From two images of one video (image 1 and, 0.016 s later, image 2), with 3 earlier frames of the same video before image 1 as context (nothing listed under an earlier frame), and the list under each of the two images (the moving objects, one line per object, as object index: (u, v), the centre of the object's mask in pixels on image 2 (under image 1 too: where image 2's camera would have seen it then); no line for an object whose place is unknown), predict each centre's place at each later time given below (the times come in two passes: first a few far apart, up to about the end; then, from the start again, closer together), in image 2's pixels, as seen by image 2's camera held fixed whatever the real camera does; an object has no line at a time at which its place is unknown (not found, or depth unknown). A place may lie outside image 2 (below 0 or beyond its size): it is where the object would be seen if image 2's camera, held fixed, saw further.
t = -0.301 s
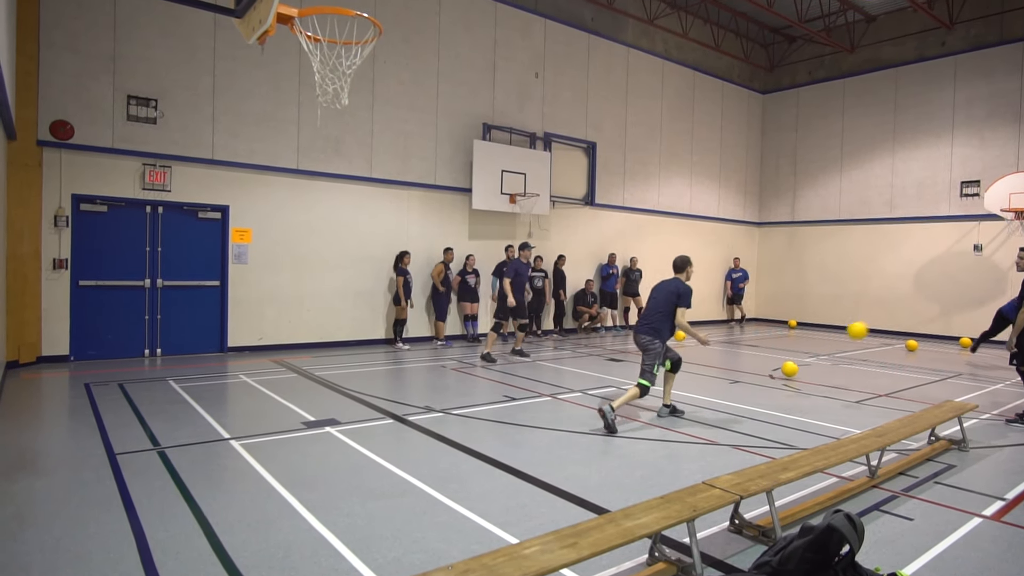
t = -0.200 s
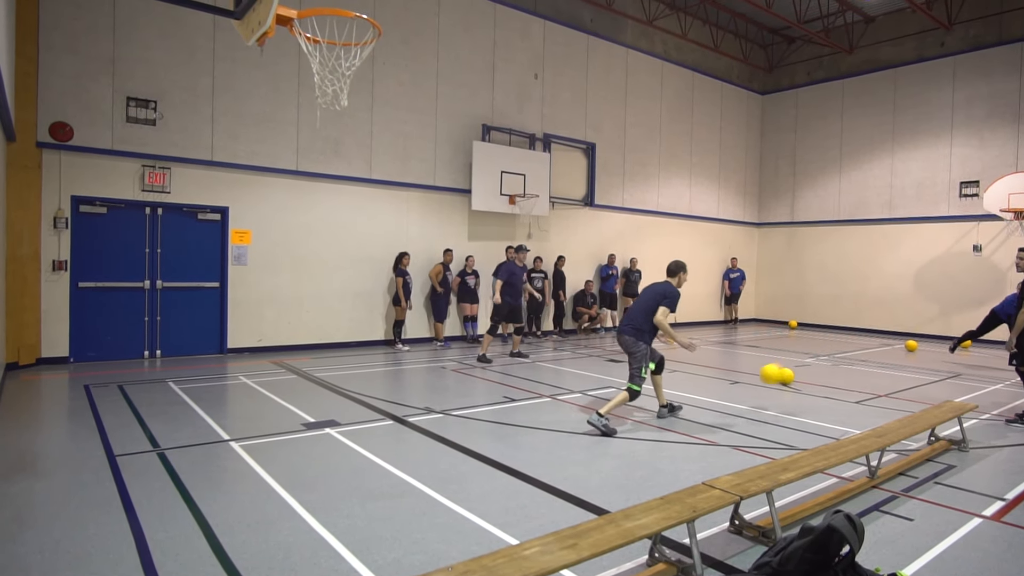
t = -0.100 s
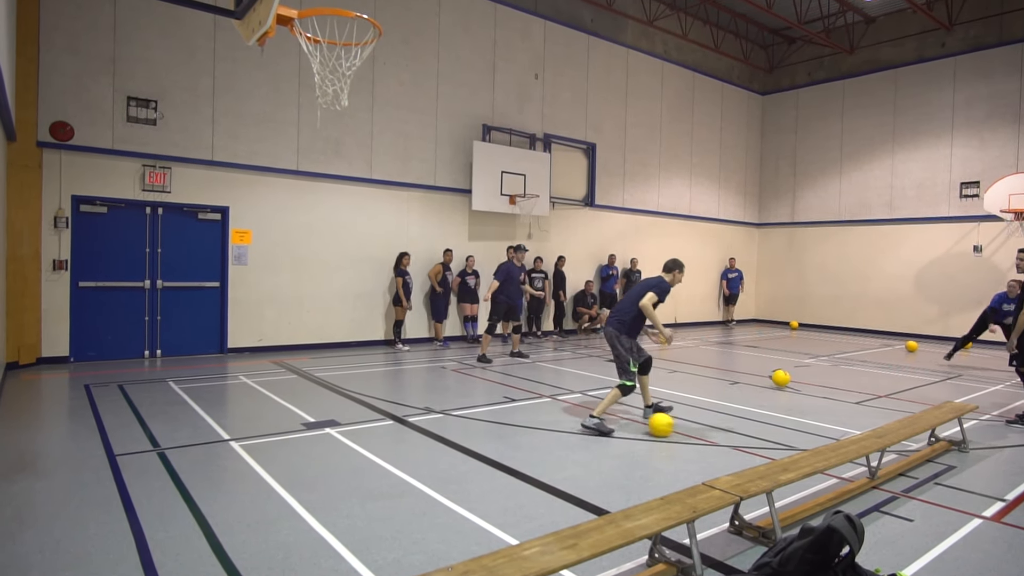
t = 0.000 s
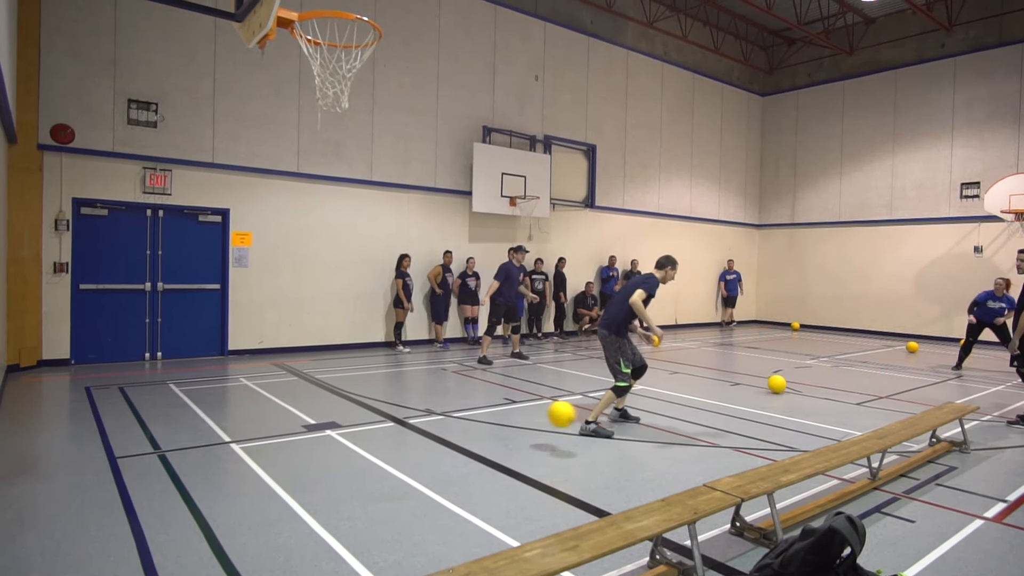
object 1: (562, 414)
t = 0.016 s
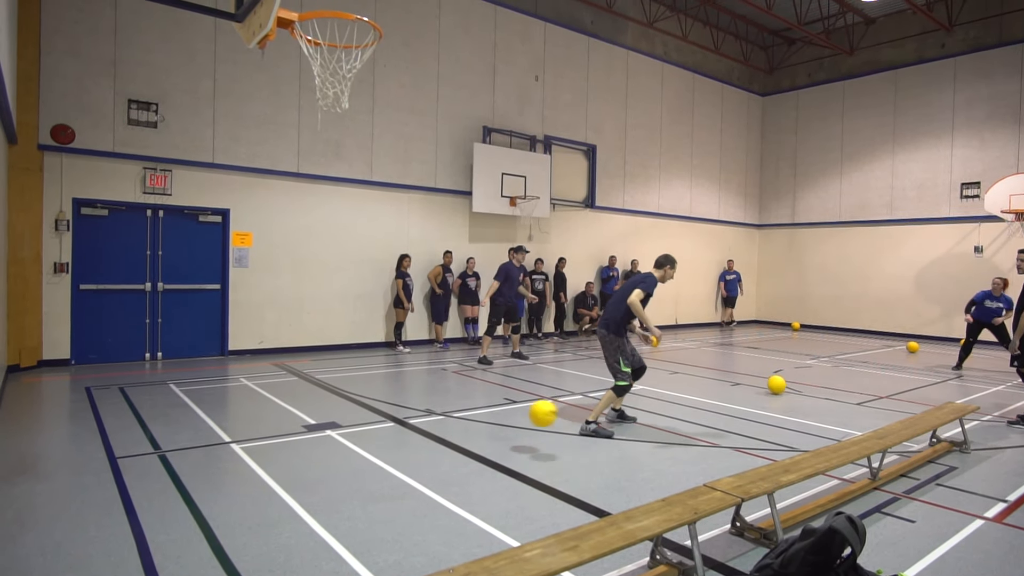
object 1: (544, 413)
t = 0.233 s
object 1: (249, 448)
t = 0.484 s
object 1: (65, 430)
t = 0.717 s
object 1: (237, 378)
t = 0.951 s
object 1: (355, 402)
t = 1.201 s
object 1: (406, 390)
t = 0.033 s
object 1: (524, 413)
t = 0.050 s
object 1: (505, 413)
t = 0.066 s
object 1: (485, 413)
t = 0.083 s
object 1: (464, 414)
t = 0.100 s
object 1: (443, 416)
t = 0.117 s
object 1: (421, 418)
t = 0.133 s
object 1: (399, 420)
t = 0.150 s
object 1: (376, 423)
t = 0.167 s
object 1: (352, 427)
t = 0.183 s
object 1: (327, 431)
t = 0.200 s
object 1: (301, 436)
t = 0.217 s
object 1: (276, 442)
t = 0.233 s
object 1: (249, 448)
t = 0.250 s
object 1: (221, 455)
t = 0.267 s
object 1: (193, 462)
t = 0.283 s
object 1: (164, 470)
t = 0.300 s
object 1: (134, 480)
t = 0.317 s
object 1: (104, 490)
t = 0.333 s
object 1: (75, 495)
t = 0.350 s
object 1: (49, 492)
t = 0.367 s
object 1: (25, 488)
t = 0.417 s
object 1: (15, 464)
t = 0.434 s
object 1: (23, 455)
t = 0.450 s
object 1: (34, 447)
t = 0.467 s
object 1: (50, 438)
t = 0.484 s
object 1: (65, 430)
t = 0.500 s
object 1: (80, 423)
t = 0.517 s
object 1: (95, 417)
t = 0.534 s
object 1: (108, 411)
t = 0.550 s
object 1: (122, 405)
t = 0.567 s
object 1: (135, 401)
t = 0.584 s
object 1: (148, 396)
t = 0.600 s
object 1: (160, 392)
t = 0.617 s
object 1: (172, 389)
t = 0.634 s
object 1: (184, 386)
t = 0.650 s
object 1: (195, 383)
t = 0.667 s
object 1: (206, 382)
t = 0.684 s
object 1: (216, 380)
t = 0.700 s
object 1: (227, 379)
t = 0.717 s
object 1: (237, 378)
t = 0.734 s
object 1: (246, 378)
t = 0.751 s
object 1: (256, 378)
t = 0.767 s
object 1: (266, 378)
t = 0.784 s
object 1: (275, 379)
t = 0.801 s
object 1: (284, 380)
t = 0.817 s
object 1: (292, 381)
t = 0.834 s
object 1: (301, 383)
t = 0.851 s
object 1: (309, 385)
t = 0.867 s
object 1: (317, 387)
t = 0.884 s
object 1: (325, 389)
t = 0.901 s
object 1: (333, 392)
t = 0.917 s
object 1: (340, 395)
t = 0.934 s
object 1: (348, 398)
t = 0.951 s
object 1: (355, 402)
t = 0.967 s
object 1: (362, 405)
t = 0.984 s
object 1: (368, 409)
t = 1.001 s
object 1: (375, 413)
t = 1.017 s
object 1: (382, 418)
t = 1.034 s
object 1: (387, 421)
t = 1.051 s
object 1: (389, 416)
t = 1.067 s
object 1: (391, 412)
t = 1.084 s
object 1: (393, 408)
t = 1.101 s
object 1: (394, 405)
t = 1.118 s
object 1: (397, 401)
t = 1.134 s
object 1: (398, 399)
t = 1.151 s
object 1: (400, 396)
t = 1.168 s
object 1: (402, 394)
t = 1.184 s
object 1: (404, 392)
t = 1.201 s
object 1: (406, 390)
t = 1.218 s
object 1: (408, 389)
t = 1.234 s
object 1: (410, 388)
